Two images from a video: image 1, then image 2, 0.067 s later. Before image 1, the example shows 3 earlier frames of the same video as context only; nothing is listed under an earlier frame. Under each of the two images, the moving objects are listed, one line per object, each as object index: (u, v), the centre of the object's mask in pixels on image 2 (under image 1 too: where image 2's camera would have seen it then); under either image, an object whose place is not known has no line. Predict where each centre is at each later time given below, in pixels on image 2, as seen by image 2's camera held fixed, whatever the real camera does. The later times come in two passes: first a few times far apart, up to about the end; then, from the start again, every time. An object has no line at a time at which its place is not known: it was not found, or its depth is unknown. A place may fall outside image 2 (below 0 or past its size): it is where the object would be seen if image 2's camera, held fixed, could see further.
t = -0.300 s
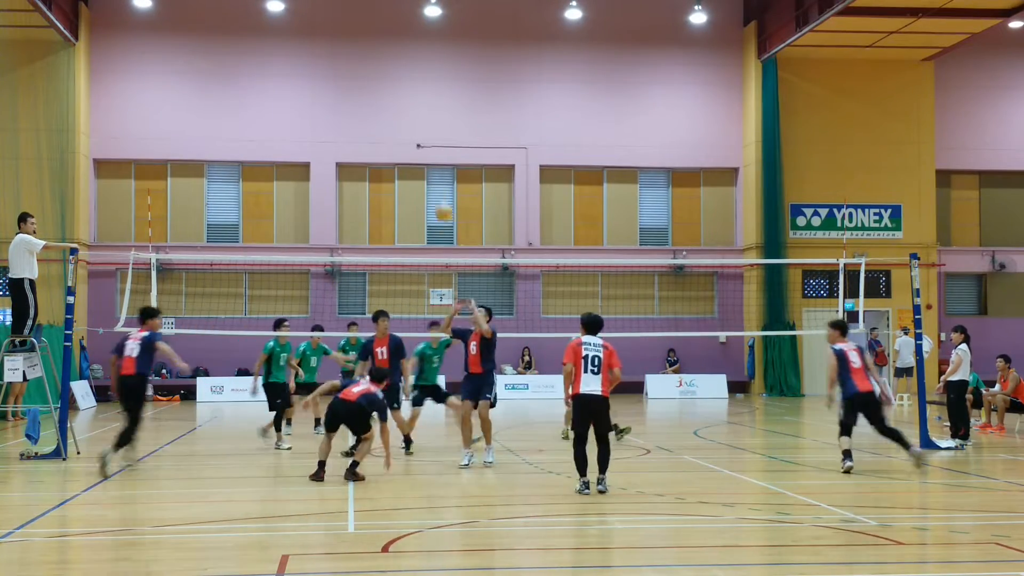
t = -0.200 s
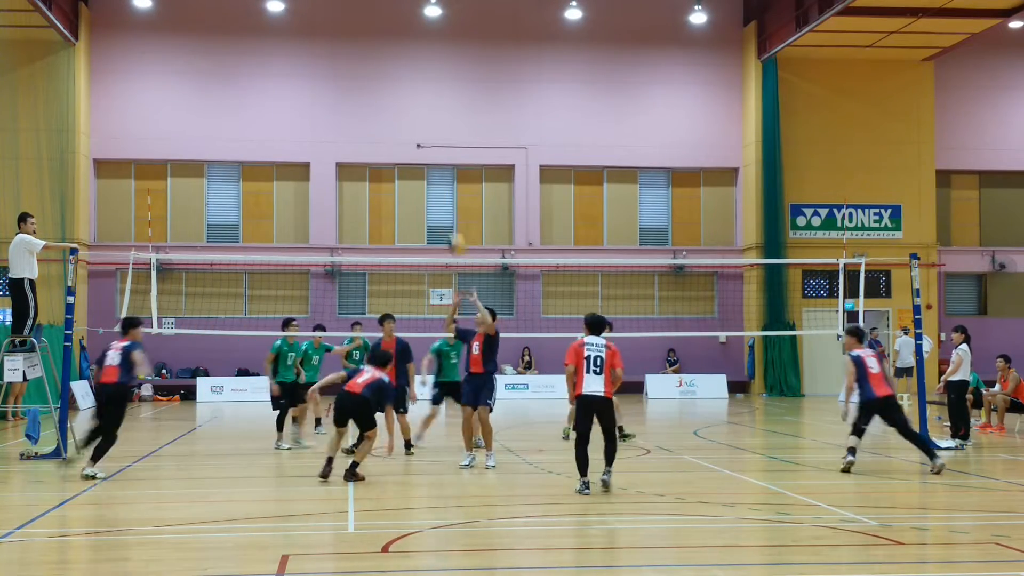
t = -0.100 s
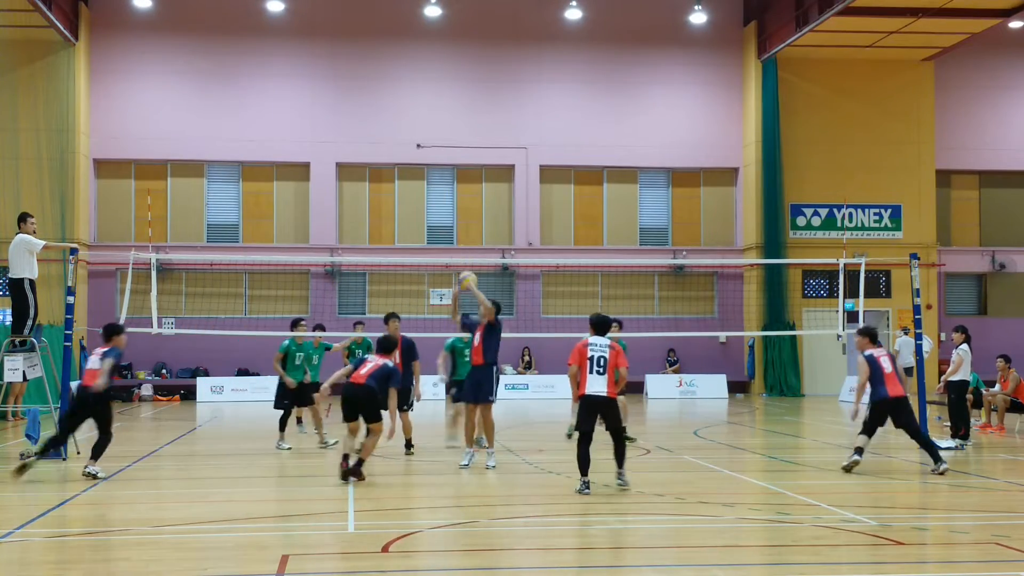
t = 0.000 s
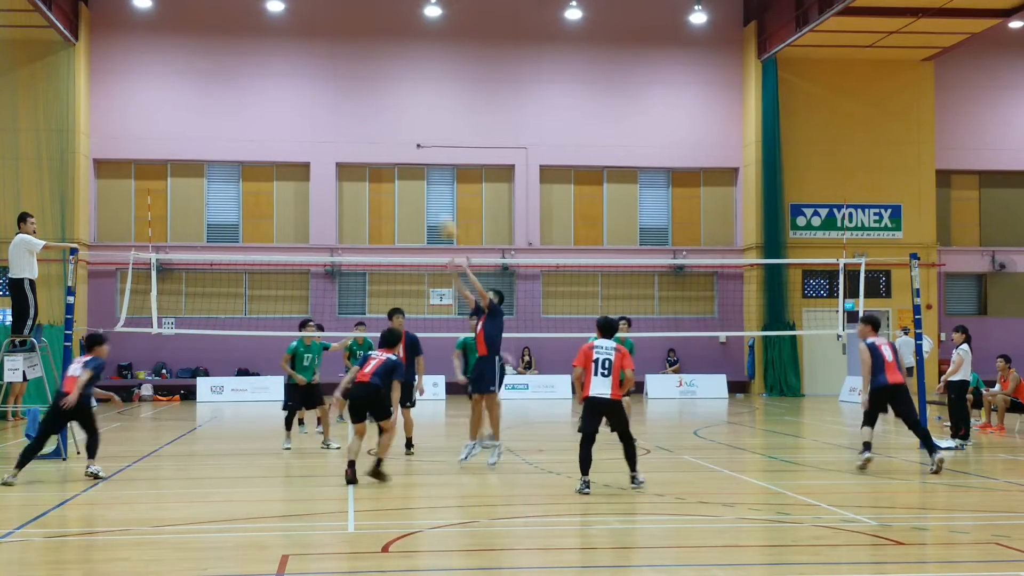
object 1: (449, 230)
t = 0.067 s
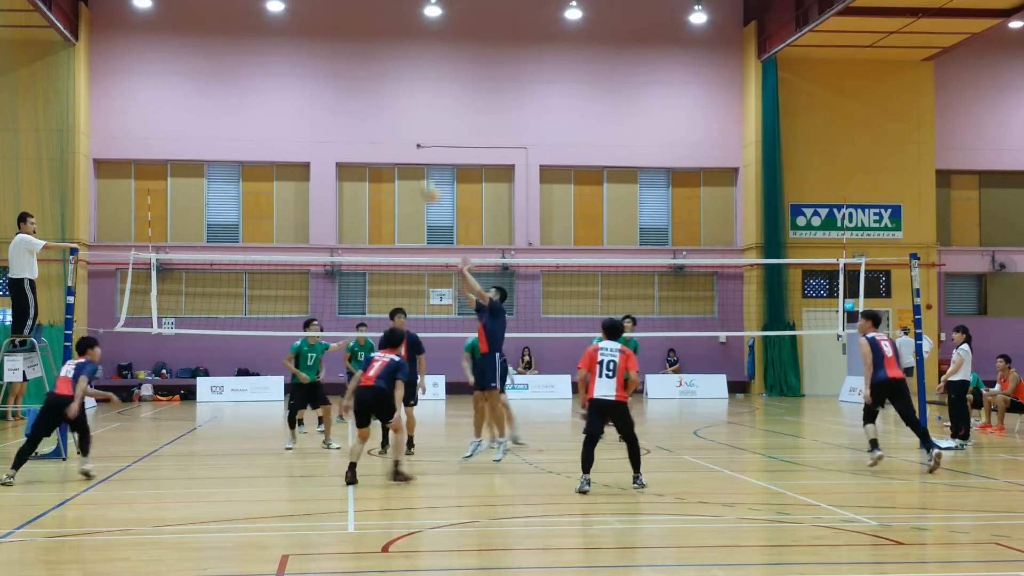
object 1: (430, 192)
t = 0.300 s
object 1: (374, 100)
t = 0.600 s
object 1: (309, 52)
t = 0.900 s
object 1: (247, 77)
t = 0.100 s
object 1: (421, 175)
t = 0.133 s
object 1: (416, 164)
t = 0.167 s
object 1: (407, 149)
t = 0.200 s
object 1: (399, 136)
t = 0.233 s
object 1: (390, 123)
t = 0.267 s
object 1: (382, 111)
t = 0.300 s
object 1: (374, 100)
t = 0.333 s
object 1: (367, 91)
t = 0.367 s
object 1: (359, 83)
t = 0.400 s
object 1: (352, 75)
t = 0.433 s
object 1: (345, 69)
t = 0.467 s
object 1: (337, 64)
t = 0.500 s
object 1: (330, 60)
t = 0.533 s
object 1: (323, 56)
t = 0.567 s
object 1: (316, 53)
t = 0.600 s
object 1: (309, 52)
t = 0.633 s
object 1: (302, 50)
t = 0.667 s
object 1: (296, 50)
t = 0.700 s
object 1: (288, 51)
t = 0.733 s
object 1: (281, 54)
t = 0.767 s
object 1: (275, 57)
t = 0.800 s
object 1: (268, 61)
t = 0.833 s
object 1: (261, 66)
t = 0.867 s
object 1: (254, 71)
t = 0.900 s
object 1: (247, 77)
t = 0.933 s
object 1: (240, 84)
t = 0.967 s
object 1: (233, 93)
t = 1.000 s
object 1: (227, 103)
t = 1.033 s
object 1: (221, 113)
